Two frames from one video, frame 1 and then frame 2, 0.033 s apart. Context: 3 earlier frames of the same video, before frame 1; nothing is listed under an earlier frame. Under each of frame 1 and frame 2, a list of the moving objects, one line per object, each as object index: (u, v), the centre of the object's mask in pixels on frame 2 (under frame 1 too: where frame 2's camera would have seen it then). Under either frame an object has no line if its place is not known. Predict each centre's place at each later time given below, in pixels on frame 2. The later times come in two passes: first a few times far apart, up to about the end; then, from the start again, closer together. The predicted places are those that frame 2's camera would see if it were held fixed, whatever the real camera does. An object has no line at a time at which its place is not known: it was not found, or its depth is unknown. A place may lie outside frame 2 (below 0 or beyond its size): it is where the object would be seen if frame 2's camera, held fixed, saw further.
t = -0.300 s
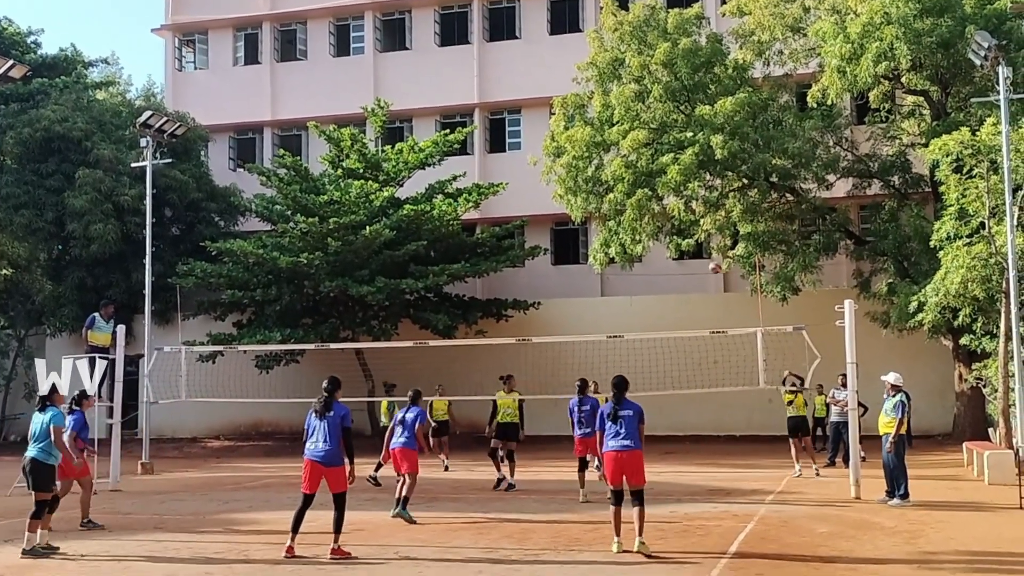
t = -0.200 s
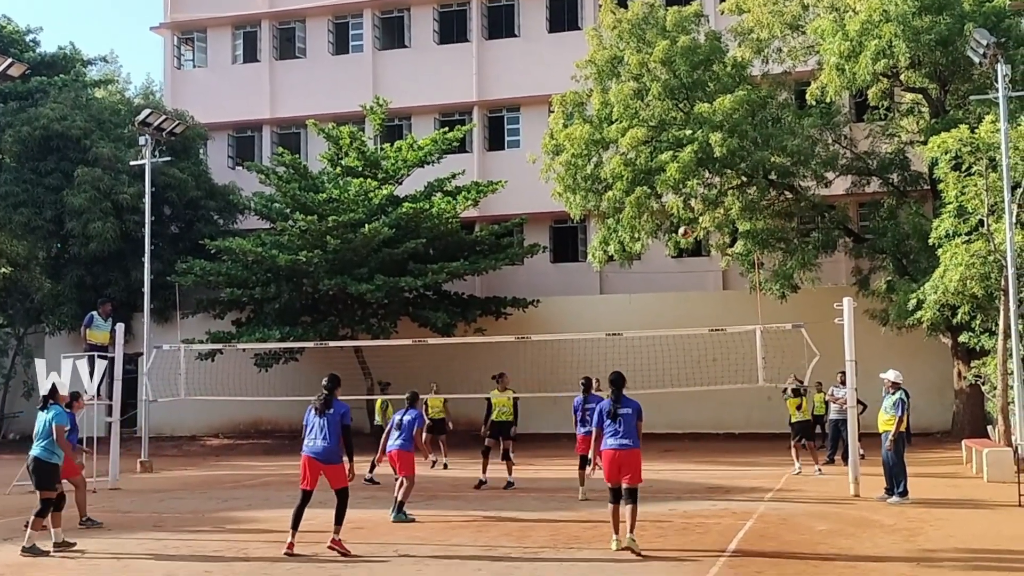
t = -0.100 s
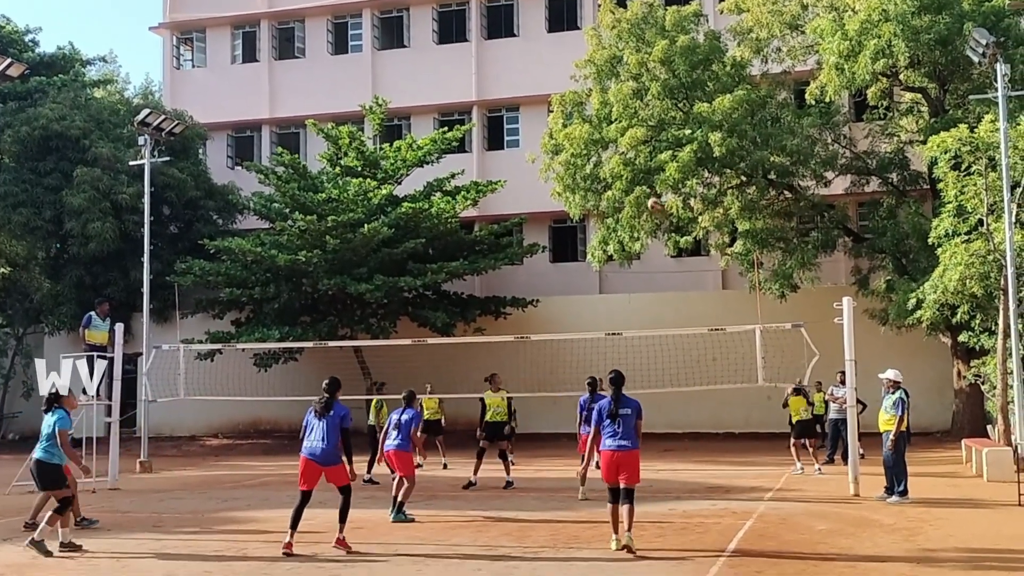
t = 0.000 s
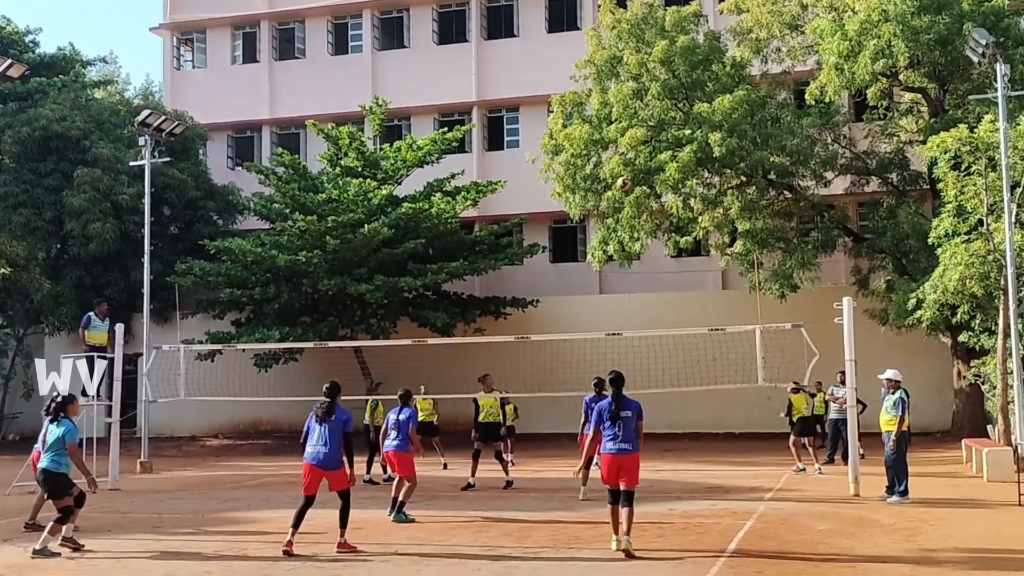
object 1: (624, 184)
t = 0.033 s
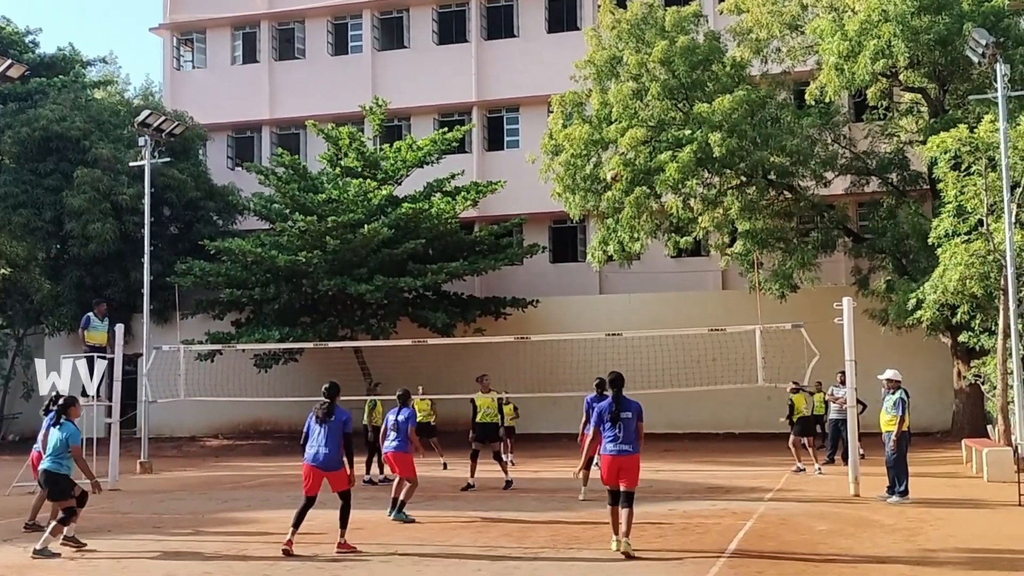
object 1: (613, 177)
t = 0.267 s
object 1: (539, 156)
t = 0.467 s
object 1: (472, 166)
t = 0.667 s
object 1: (401, 206)
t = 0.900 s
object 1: (315, 295)
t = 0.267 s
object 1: (539, 156)
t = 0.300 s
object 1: (528, 156)
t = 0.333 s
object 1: (517, 156)
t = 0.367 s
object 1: (506, 158)
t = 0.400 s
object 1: (495, 160)
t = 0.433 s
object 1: (483, 162)
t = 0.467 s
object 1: (472, 166)
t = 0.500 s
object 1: (460, 171)
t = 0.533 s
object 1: (449, 176)
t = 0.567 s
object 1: (437, 183)
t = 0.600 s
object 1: (425, 189)
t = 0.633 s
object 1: (413, 197)
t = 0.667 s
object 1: (401, 206)
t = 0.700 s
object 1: (389, 215)
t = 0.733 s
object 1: (376, 227)
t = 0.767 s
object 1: (365, 239)
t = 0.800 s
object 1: (352, 251)
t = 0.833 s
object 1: (340, 265)
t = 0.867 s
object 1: (327, 279)
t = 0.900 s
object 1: (315, 295)
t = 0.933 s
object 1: (302, 313)
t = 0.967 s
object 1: (289, 331)
